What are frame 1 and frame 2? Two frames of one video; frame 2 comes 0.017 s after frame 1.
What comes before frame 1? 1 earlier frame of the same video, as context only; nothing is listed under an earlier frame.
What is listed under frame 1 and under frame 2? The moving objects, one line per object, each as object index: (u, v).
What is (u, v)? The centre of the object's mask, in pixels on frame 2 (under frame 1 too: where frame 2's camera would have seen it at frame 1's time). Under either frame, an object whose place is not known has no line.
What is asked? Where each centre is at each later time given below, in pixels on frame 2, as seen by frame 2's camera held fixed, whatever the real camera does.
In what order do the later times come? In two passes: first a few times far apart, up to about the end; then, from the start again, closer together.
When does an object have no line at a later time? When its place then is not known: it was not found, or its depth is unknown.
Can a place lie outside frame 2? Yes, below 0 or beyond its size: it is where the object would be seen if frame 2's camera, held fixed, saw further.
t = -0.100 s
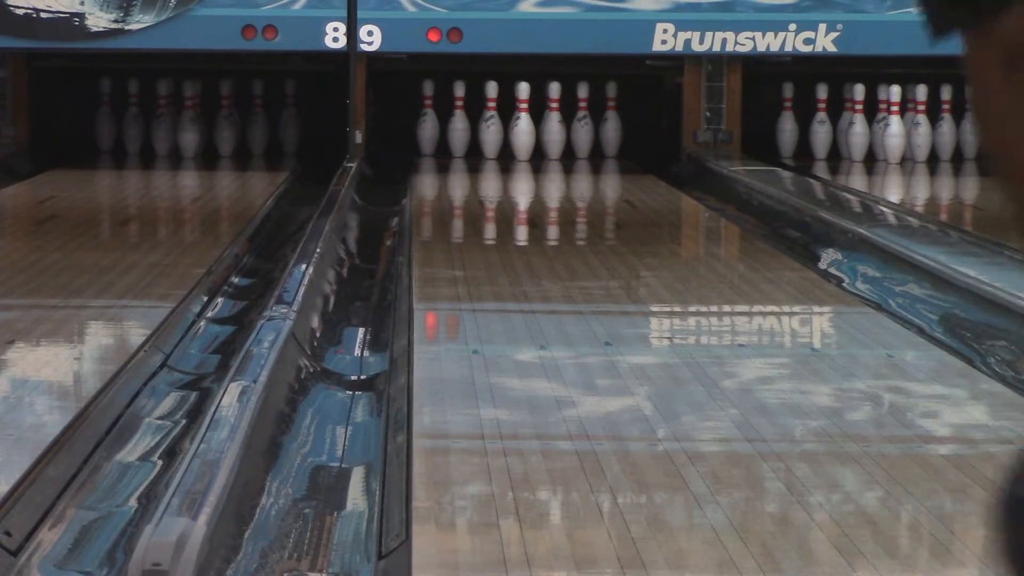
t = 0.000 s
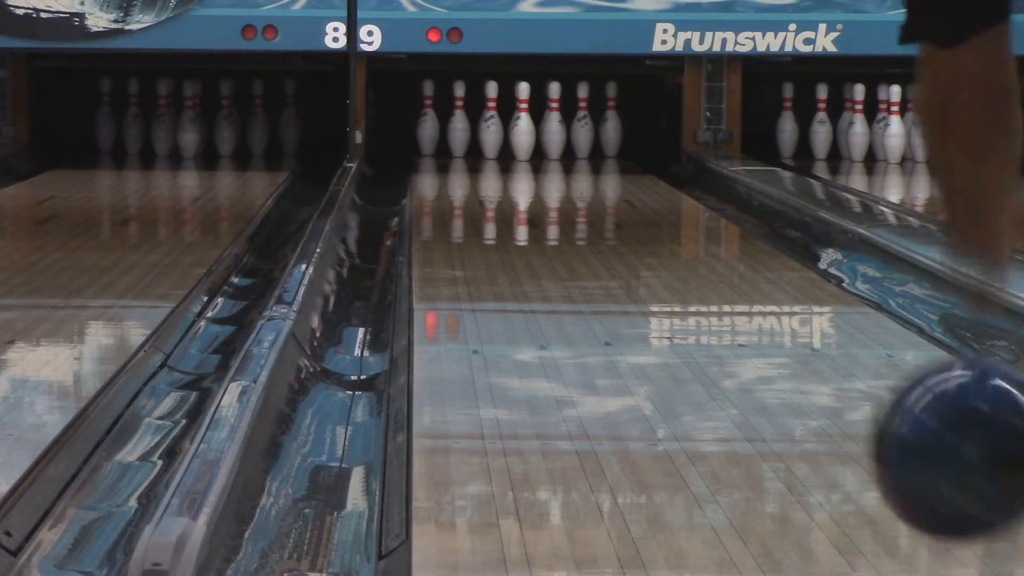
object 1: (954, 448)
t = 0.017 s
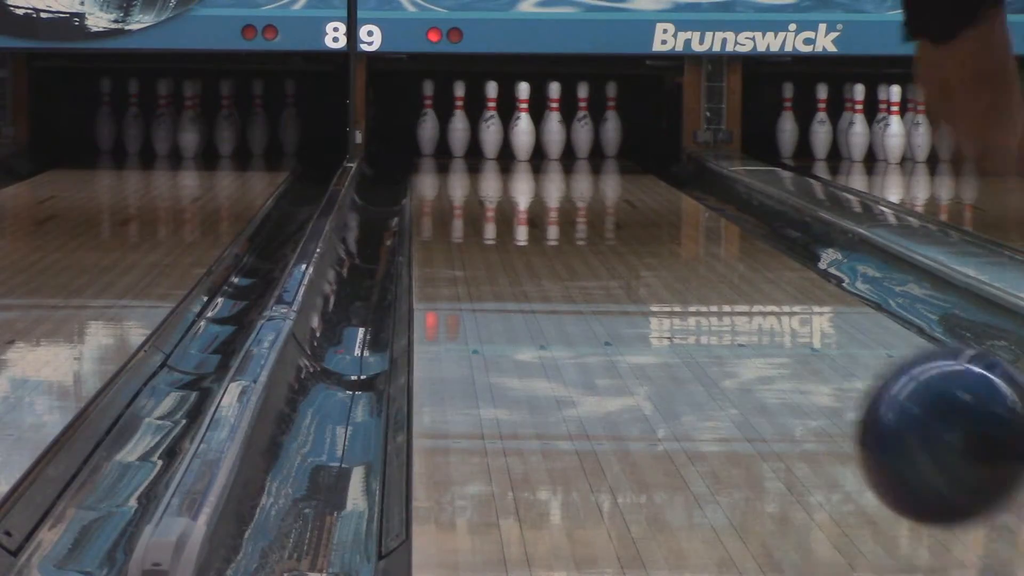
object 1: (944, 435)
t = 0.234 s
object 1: (782, 379)
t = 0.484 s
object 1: (665, 310)
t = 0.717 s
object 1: (593, 267)
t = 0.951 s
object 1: (543, 235)
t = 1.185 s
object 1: (506, 209)
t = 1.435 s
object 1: (478, 190)
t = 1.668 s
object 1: (460, 174)
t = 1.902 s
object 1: (454, 162)
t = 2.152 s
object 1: (458, 153)
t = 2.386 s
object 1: (477, 145)
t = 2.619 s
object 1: (495, 138)
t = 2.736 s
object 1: (489, 135)
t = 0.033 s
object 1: (931, 424)
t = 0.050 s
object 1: (917, 417)
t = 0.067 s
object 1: (903, 411)
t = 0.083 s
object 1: (889, 408)
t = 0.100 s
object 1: (875, 407)
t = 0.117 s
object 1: (862, 409)
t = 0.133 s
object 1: (849, 413)
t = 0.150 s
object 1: (837, 412)
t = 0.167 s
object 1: (825, 401)
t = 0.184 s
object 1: (814, 394)
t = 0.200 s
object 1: (803, 388)
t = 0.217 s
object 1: (793, 385)
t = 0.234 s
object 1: (782, 379)
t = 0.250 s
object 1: (772, 374)
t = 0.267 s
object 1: (763, 369)
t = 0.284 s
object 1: (754, 363)
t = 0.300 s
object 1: (745, 358)
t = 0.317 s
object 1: (736, 353)
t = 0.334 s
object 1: (729, 349)
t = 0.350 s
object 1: (721, 344)
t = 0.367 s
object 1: (713, 340)
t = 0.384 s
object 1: (705, 335)
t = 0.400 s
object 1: (698, 331)
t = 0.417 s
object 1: (691, 326)
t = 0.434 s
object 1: (684, 322)
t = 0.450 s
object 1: (678, 318)
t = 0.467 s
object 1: (671, 314)
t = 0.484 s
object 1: (665, 310)
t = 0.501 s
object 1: (659, 306)
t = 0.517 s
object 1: (653, 303)
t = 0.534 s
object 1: (647, 299)
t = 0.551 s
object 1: (641, 295)
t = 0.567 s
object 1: (636, 292)
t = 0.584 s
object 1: (631, 289)
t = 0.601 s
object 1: (626, 286)
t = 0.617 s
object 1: (621, 283)
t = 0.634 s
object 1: (616, 281)
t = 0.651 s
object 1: (611, 277)
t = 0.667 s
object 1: (606, 275)
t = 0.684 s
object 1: (602, 272)
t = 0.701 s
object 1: (598, 269)
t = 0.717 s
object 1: (593, 267)
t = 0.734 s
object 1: (589, 264)
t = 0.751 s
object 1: (585, 262)
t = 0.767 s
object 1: (581, 259)
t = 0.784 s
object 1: (577, 257)
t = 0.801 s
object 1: (573, 254)
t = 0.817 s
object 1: (570, 252)
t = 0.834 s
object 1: (567, 250)
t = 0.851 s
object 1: (562, 248)
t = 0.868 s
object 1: (560, 246)
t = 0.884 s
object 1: (556, 244)
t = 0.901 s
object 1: (552, 241)
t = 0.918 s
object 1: (549, 239)
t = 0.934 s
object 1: (546, 237)
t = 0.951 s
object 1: (543, 235)
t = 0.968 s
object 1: (540, 232)
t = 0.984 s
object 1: (537, 231)
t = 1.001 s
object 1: (534, 229)
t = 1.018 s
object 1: (532, 227)
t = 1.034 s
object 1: (528, 225)
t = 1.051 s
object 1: (525, 223)
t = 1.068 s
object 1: (523, 221)
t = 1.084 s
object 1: (521, 219)
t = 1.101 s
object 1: (518, 218)
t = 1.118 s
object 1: (515, 216)
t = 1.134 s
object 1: (513, 214)
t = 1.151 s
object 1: (511, 213)
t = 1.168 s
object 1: (509, 211)
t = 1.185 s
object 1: (506, 209)
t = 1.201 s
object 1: (505, 208)
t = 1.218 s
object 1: (502, 206)
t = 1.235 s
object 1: (500, 205)
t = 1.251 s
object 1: (498, 204)
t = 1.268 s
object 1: (496, 202)
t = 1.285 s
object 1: (494, 201)
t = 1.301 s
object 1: (492, 200)
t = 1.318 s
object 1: (490, 198)
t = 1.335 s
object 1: (487, 197)
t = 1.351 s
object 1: (486, 195)
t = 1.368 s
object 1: (484, 194)
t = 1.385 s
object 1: (482, 193)
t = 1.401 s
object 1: (480, 192)
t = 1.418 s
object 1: (479, 191)
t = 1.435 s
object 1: (478, 190)
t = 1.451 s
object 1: (476, 188)
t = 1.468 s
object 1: (475, 187)
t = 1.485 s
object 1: (473, 186)
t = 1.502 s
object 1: (472, 185)
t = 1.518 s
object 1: (471, 184)
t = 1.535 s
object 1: (469, 182)
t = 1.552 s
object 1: (468, 181)
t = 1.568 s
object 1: (466, 180)
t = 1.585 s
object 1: (465, 179)
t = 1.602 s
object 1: (464, 178)
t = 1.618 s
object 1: (463, 177)
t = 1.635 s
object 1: (462, 176)
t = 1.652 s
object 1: (461, 175)
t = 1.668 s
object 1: (460, 174)
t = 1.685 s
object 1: (459, 173)
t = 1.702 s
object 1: (458, 172)
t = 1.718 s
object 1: (457, 172)
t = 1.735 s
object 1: (456, 170)
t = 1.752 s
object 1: (456, 169)
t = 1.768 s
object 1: (455, 169)
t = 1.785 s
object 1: (455, 168)
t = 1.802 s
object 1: (454, 167)
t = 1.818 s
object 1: (454, 166)
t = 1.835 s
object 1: (453, 165)
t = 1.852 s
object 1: (454, 164)
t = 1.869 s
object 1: (454, 164)
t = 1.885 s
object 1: (453, 163)
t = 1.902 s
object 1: (454, 162)
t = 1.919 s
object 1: (453, 162)
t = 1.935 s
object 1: (453, 161)
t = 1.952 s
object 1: (453, 160)
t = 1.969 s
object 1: (453, 160)
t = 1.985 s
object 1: (454, 158)
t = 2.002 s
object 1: (454, 158)
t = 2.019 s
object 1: (454, 157)
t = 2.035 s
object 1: (455, 157)
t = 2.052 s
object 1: (455, 156)
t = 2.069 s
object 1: (455, 156)
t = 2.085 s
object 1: (456, 155)
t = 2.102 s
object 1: (456, 154)
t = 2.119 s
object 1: (457, 154)
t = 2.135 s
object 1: (457, 154)
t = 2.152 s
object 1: (458, 153)
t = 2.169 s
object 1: (459, 152)
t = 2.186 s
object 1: (460, 152)
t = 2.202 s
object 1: (461, 151)
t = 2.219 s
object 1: (463, 151)
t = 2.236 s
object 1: (464, 150)
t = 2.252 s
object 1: (466, 150)
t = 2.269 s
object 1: (466, 149)
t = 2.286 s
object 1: (468, 148)
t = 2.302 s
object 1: (469, 148)
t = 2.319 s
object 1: (471, 147)
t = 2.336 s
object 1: (473, 146)
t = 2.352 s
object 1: (474, 146)
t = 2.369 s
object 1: (476, 145)
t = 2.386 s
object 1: (477, 145)
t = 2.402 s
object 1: (479, 144)
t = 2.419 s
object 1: (481, 144)
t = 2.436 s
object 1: (482, 144)
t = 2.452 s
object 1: (483, 143)
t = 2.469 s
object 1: (484, 144)
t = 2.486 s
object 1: (486, 141)
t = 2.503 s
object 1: (487, 142)
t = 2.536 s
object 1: (493, 140)
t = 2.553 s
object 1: (494, 140)
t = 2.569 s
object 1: (495, 140)
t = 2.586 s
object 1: (496, 139)
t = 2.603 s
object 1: (496, 139)
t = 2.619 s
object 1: (495, 138)
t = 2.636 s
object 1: (494, 139)
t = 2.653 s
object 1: (494, 138)
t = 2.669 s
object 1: (493, 138)
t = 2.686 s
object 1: (491, 138)
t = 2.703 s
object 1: (491, 137)
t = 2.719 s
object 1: (490, 136)
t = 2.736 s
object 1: (489, 135)
